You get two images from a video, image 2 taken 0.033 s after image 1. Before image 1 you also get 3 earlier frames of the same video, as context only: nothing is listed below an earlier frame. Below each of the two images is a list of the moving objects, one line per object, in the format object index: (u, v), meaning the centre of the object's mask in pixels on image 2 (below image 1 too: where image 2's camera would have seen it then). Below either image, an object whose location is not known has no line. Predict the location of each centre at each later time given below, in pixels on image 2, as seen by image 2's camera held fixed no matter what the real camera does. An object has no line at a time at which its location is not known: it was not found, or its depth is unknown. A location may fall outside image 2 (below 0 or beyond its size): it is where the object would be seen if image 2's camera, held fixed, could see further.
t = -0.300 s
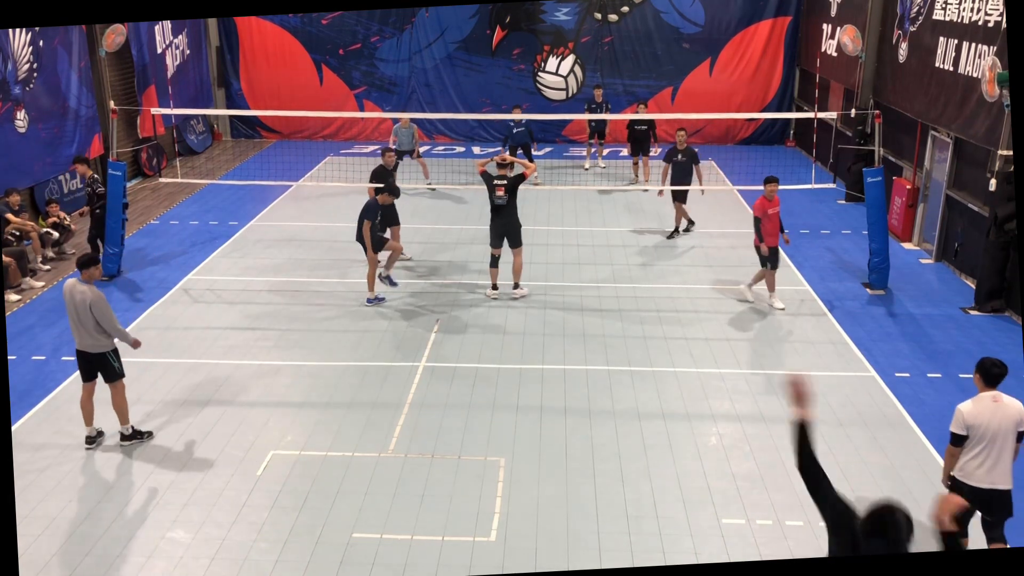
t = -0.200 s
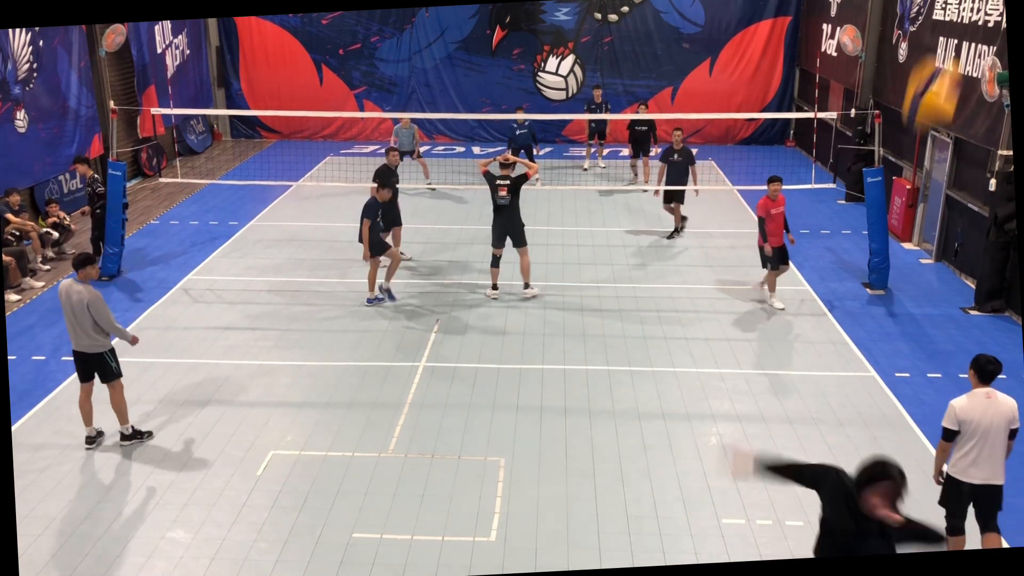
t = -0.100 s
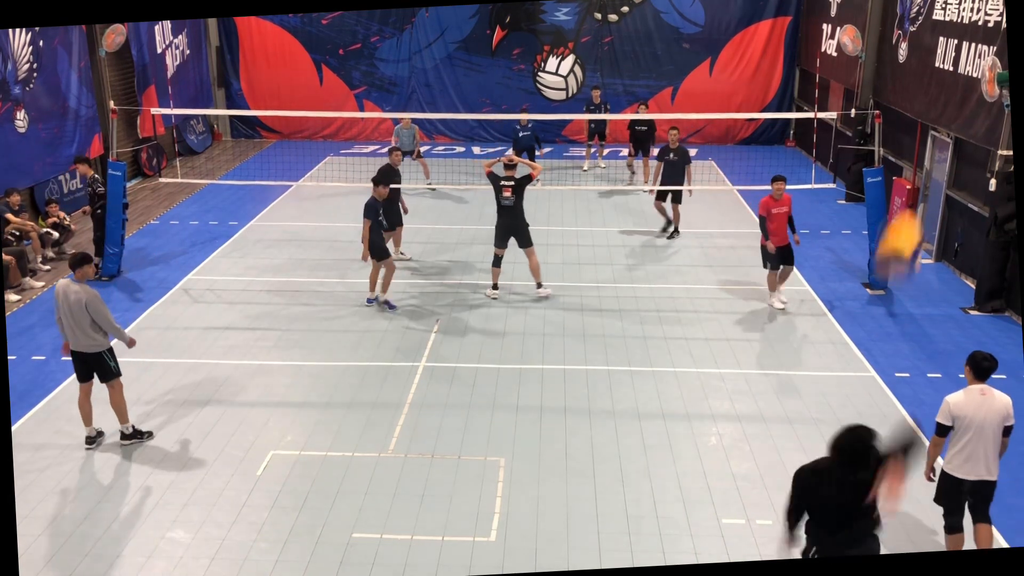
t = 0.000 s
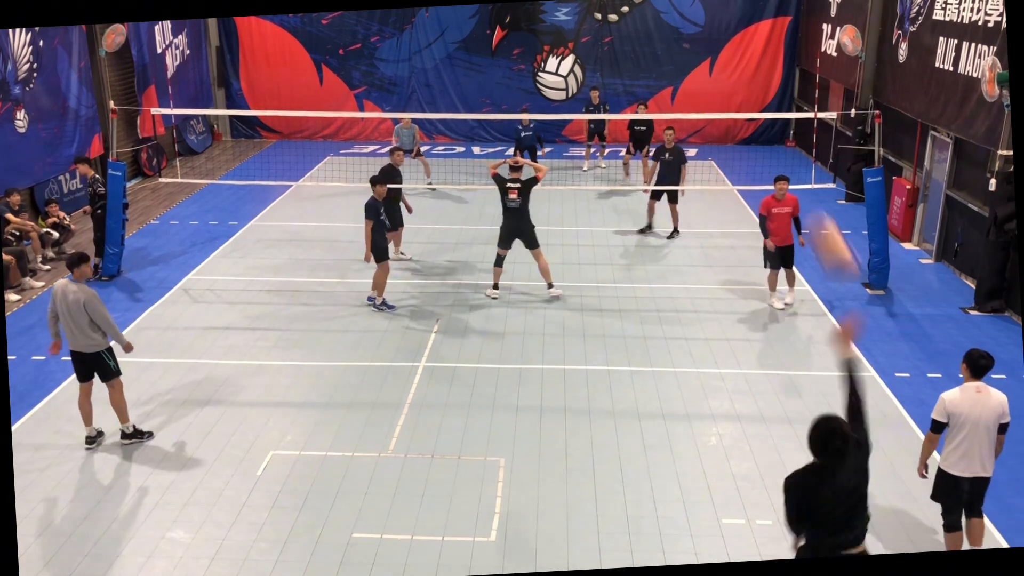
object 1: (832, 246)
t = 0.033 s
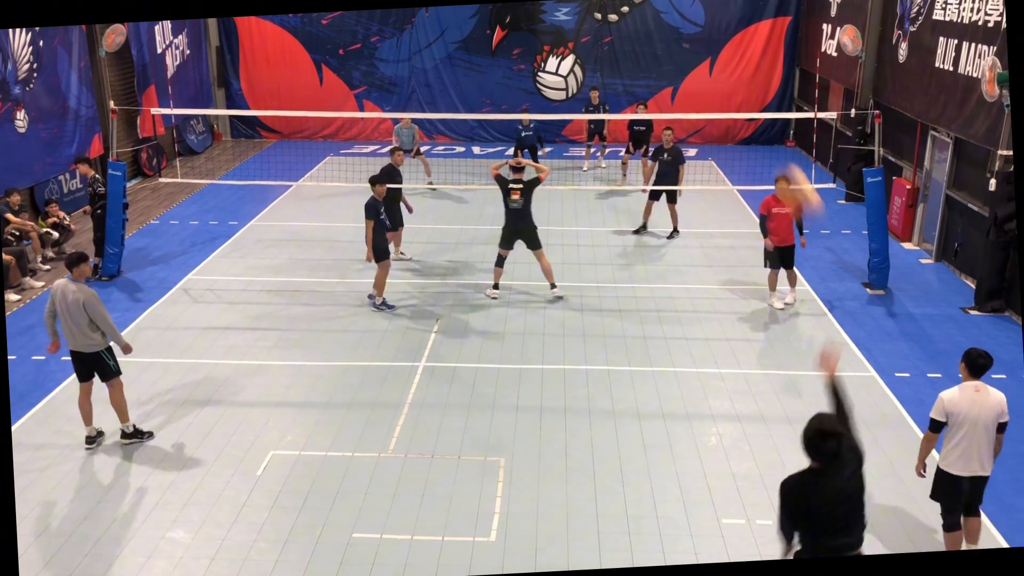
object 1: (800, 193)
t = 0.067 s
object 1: (770, 150)
